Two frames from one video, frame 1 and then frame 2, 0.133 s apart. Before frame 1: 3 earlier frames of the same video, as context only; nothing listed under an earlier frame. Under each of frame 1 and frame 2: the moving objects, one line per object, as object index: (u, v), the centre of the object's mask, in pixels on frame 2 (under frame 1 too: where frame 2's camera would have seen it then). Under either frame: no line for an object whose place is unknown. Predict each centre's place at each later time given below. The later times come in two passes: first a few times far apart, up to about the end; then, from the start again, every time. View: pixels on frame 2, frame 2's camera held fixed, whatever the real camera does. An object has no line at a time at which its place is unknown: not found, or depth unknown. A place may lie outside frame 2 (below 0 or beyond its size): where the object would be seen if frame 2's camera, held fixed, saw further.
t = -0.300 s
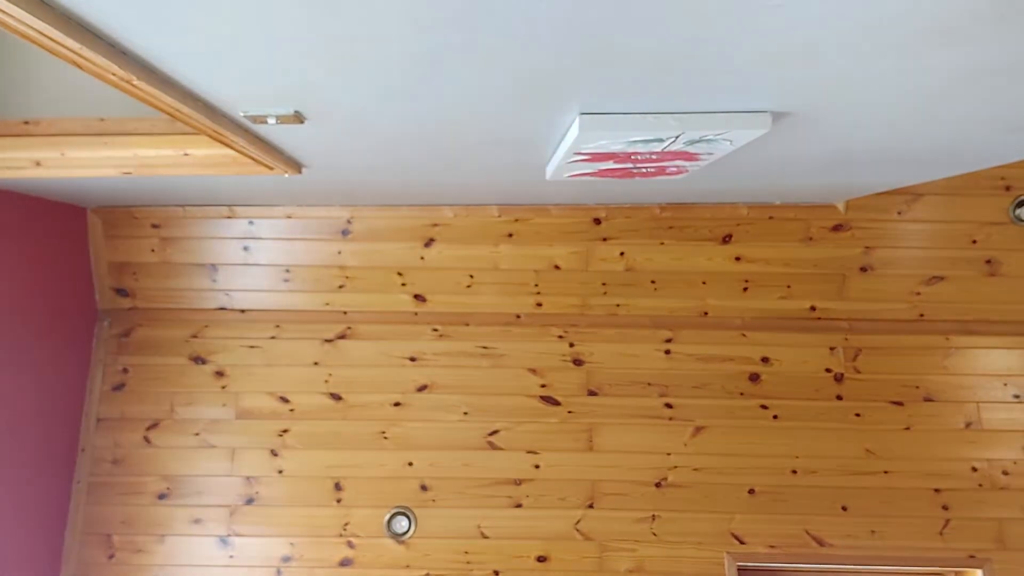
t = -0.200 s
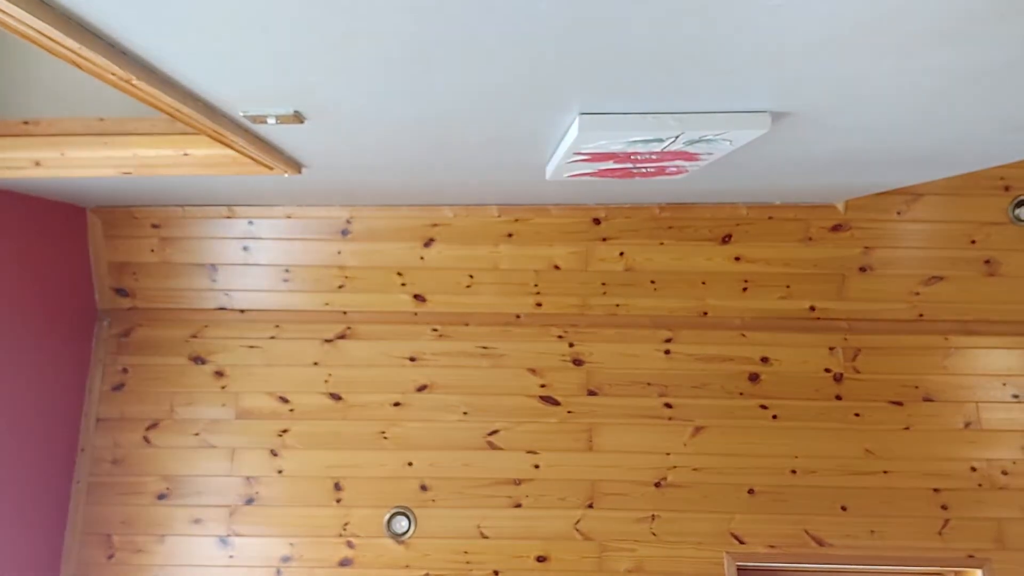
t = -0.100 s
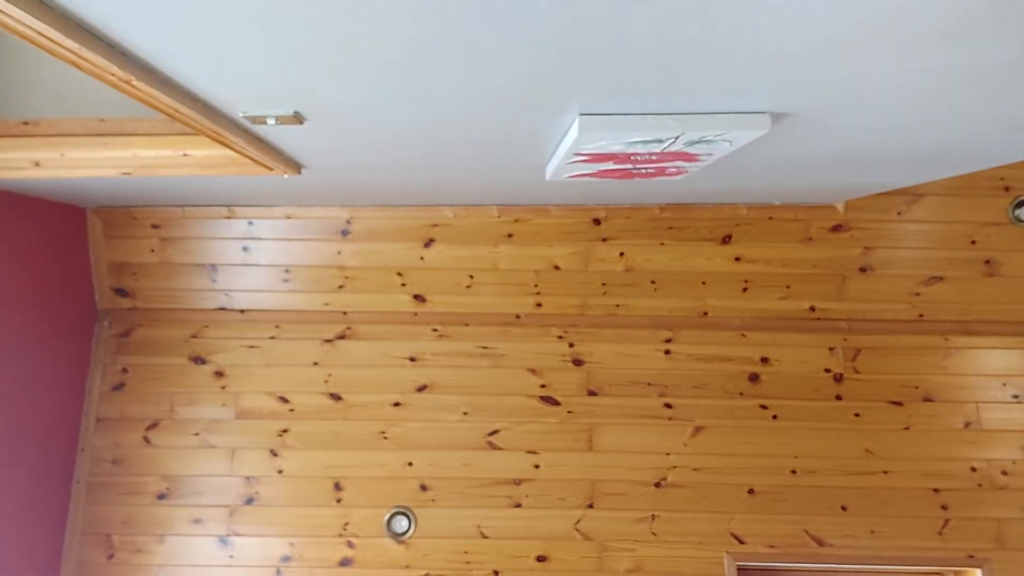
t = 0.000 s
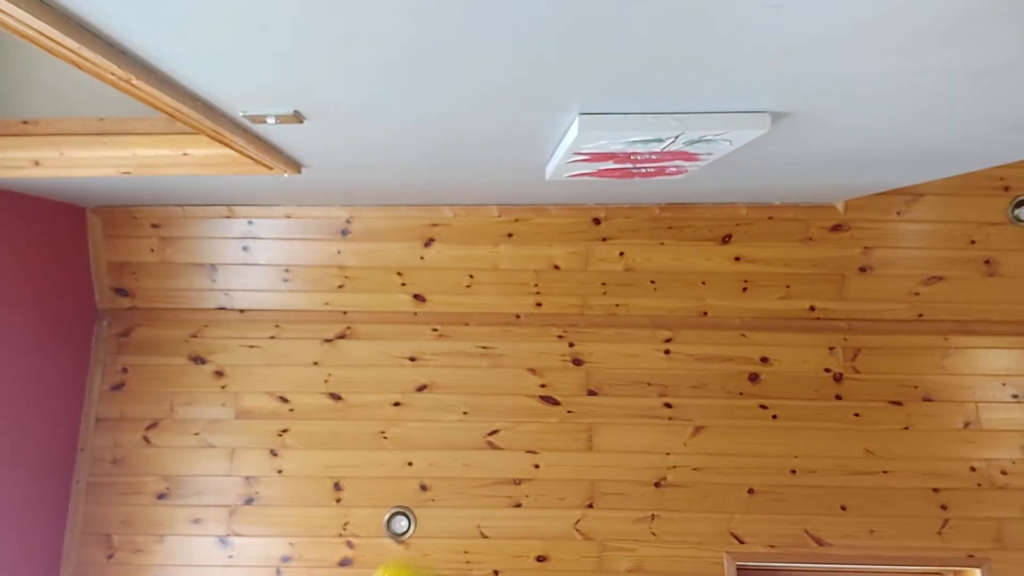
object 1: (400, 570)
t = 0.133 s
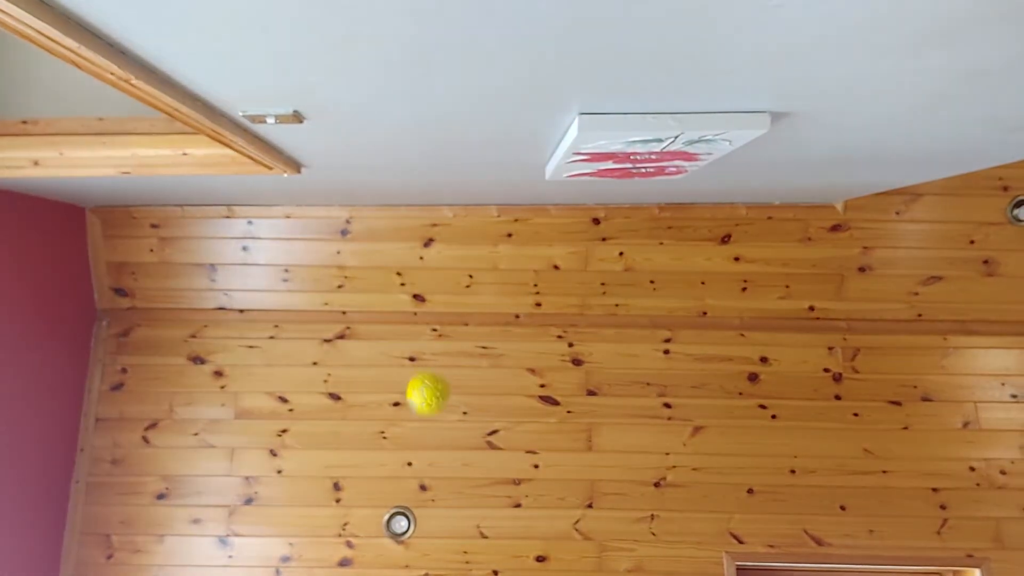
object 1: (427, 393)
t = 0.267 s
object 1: (431, 317)
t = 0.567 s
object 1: (403, 431)
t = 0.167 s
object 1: (428, 369)
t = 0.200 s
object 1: (430, 348)
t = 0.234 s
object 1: (431, 332)
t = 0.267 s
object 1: (431, 317)
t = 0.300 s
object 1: (432, 305)
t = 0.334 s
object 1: (432, 293)
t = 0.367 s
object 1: (433, 285)
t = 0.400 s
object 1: (429, 305)
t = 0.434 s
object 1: (425, 324)
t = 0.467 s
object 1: (421, 345)
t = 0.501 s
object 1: (416, 371)
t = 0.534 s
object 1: (411, 397)
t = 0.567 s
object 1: (403, 431)
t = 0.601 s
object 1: (394, 470)
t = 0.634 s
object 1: (382, 517)
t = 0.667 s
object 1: (370, 563)
